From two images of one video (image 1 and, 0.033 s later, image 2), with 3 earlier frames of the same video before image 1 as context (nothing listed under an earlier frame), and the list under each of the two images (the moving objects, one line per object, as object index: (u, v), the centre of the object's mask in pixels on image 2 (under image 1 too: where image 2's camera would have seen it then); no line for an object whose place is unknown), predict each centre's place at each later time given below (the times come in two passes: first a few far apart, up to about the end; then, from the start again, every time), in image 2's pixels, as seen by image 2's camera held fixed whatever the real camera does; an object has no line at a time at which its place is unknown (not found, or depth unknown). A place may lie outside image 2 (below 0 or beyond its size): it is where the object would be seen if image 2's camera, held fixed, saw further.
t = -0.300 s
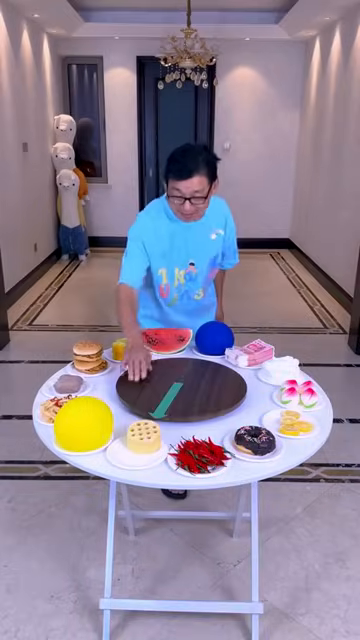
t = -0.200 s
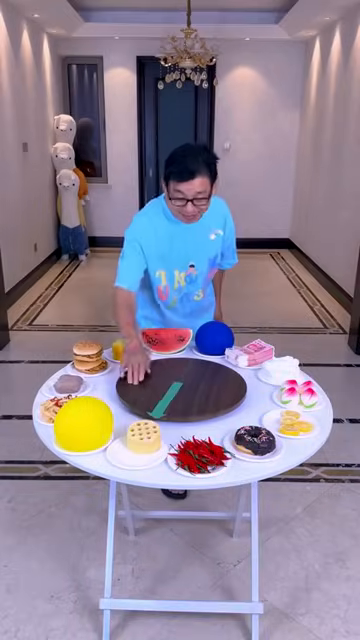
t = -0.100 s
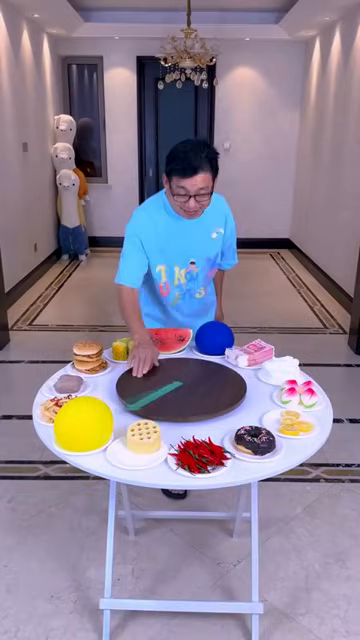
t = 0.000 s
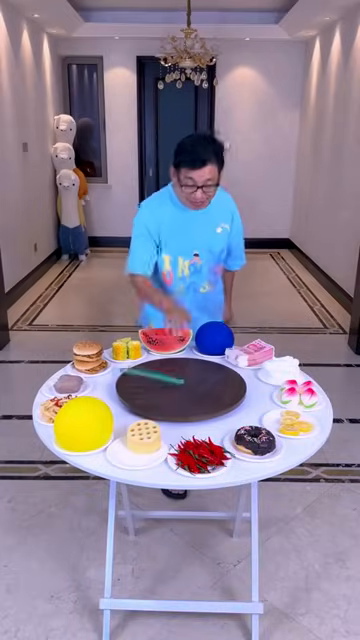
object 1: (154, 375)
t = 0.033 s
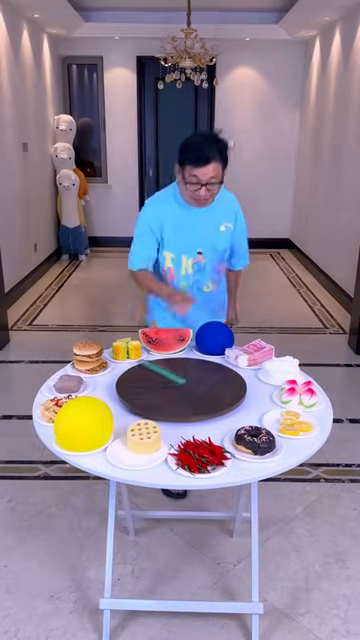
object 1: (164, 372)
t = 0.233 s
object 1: (217, 389)
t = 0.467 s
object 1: (145, 382)
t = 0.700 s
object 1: (209, 376)
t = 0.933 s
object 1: (169, 401)
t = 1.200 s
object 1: (171, 369)
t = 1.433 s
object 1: (218, 384)
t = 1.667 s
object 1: (170, 400)
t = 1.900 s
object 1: (150, 378)
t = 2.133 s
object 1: (180, 369)
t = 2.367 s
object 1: (211, 377)
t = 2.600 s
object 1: (213, 392)
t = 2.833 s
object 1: (186, 403)
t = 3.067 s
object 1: (157, 399)
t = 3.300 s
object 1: (147, 390)
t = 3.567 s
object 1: (146, 384)
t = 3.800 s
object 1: (145, 381)
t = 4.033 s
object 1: (146, 381)
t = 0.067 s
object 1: (176, 371)
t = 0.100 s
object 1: (187, 371)
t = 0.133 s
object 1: (201, 373)
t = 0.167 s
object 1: (211, 377)
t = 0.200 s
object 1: (215, 382)
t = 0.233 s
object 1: (217, 389)
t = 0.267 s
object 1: (209, 395)
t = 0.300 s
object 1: (199, 400)
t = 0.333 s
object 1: (182, 403)
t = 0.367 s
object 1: (165, 401)
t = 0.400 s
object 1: (153, 395)
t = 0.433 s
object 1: (146, 389)
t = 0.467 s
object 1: (145, 382)
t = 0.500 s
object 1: (149, 377)
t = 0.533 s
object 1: (158, 372)
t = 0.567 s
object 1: (168, 371)
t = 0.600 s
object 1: (179, 369)
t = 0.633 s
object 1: (191, 370)
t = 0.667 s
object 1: (201, 372)
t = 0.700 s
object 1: (209, 376)
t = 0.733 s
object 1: (215, 380)
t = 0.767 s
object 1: (217, 386)
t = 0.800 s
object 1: (213, 391)
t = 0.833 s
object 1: (207, 396)
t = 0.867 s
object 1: (197, 401)
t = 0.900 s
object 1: (182, 402)
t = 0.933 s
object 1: (169, 401)
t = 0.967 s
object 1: (157, 398)
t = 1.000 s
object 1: (153, 392)
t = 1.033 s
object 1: (148, 388)
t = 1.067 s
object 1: (148, 383)
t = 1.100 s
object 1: (147, 378)
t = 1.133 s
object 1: (156, 375)
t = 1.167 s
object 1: (162, 372)
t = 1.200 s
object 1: (171, 369)
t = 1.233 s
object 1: (180, 369)
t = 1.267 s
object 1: (188, 369)
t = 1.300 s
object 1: (197, 371)
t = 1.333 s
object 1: (203, 374)
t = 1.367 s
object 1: (211, 376)
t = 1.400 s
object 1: (215, 380)
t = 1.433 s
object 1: (218, 384)
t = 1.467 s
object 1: (216, 389)
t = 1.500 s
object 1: (214, 393)
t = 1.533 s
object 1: (208, 397)
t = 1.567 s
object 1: (200, 400)
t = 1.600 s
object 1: (190, 402)
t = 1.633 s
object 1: (180, 403)
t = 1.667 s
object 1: (170, 400)
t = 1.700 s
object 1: (160, 400)
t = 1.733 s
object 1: (153, 396)
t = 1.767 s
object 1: (150, 392)
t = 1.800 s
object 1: (149, 388)
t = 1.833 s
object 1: (145, 385)
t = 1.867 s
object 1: (148, 381)
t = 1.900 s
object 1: (150, 378)
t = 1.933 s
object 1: (148, 377)
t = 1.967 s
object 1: (155, 375)
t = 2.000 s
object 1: (158, 372)
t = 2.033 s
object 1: (163, 371)
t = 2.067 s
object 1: (169, 370)
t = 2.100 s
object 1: (174, 369)
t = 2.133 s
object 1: (180, 369)
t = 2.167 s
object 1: (186, 370)
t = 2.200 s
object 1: (191, 370)
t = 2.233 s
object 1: (195, 372)
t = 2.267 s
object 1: (200, 372)
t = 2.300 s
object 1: (203, 374)
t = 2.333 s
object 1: (206, 376)
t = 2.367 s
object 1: (211, 377)
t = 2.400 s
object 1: (216, 379)
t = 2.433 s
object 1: (216, 381)
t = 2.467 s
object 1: (217, 383)
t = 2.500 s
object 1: (217, 386)
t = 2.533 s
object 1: (217, 388)
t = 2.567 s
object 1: (216, 391)
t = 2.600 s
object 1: (213, 392)
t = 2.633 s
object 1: (210, 394)
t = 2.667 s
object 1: (209, 396)
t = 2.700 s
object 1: (205, 398)
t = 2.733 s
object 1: (201, 399)
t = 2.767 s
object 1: (197, 401)
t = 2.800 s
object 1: (191, 401)
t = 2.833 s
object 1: (186, 403)
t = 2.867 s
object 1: (181, 403)
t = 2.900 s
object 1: (177, 403)
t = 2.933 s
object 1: (171, 402)
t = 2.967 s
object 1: (167, 401)
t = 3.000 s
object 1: (163, 400)
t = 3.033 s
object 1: (159, 400)
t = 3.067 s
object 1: (157, 399)
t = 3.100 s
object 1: (154, 397)
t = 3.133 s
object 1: (153, 396)
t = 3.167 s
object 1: (152, 394)
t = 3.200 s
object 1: (153, 392)
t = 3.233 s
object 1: (151, 391)
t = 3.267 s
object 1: (148, 391)
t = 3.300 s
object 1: (147, 390)
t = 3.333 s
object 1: (147, 389)
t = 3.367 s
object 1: (146, 388)
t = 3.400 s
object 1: (145, 387)
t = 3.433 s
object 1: (145, 386)
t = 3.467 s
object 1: (145, 385)
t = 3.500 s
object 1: (145, 385)
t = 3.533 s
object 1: (146, 384)
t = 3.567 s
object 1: (146, 384)
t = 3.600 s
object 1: (145, 383)
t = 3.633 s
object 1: (144, 383)
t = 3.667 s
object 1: (145, 383)
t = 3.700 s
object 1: (145, 382)
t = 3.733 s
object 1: (146, 382)
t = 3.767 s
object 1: (145, 381)
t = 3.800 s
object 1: (145, 381)
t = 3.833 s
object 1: (146, 381)
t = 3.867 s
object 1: (146, 381)
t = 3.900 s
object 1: (146, 381)
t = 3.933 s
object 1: (146, 381)
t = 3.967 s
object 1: (146, 381)
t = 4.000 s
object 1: (146, 381)
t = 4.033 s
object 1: (146, 381)
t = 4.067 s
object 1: (146, 381)
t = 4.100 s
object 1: (146, 381)
